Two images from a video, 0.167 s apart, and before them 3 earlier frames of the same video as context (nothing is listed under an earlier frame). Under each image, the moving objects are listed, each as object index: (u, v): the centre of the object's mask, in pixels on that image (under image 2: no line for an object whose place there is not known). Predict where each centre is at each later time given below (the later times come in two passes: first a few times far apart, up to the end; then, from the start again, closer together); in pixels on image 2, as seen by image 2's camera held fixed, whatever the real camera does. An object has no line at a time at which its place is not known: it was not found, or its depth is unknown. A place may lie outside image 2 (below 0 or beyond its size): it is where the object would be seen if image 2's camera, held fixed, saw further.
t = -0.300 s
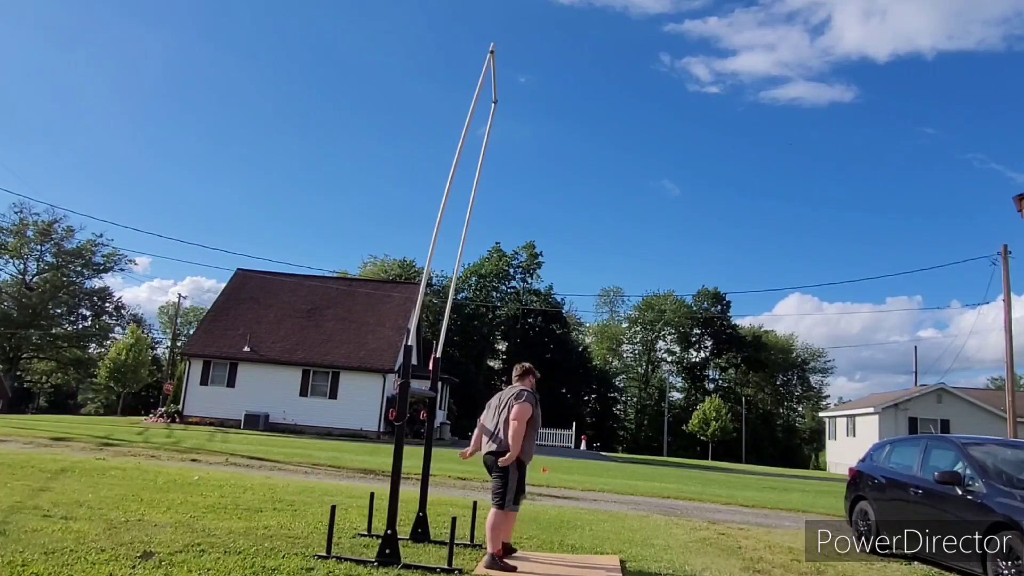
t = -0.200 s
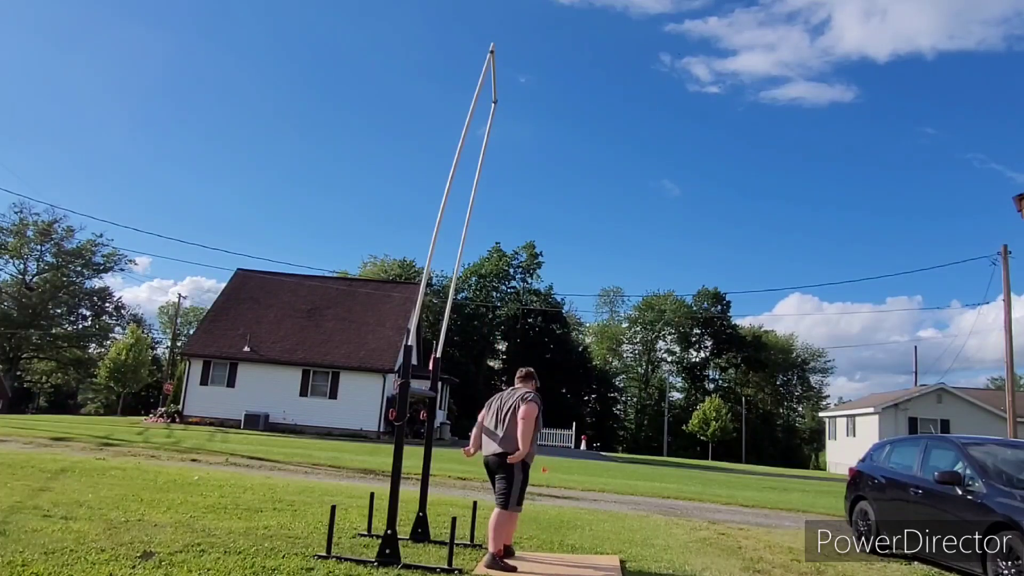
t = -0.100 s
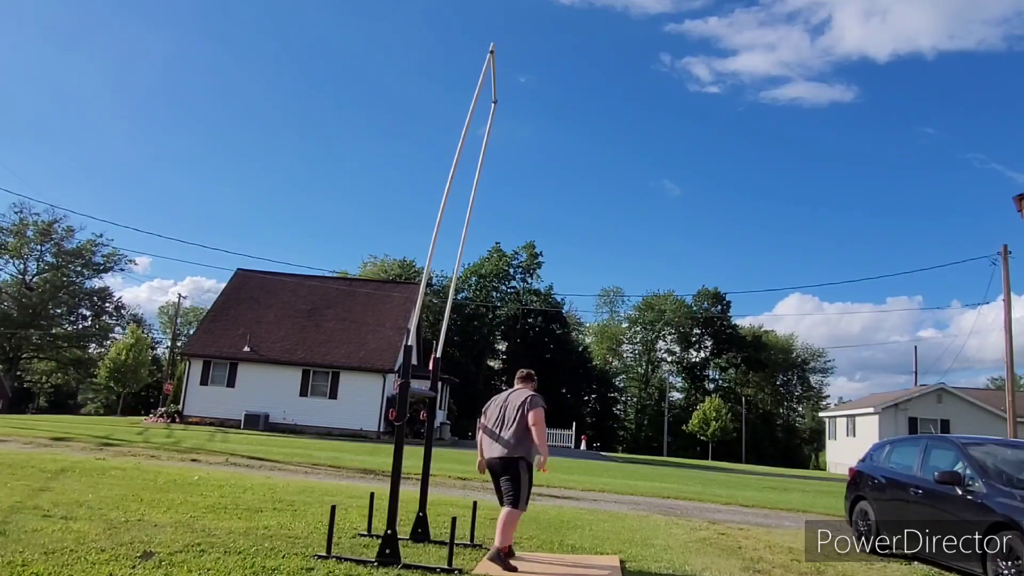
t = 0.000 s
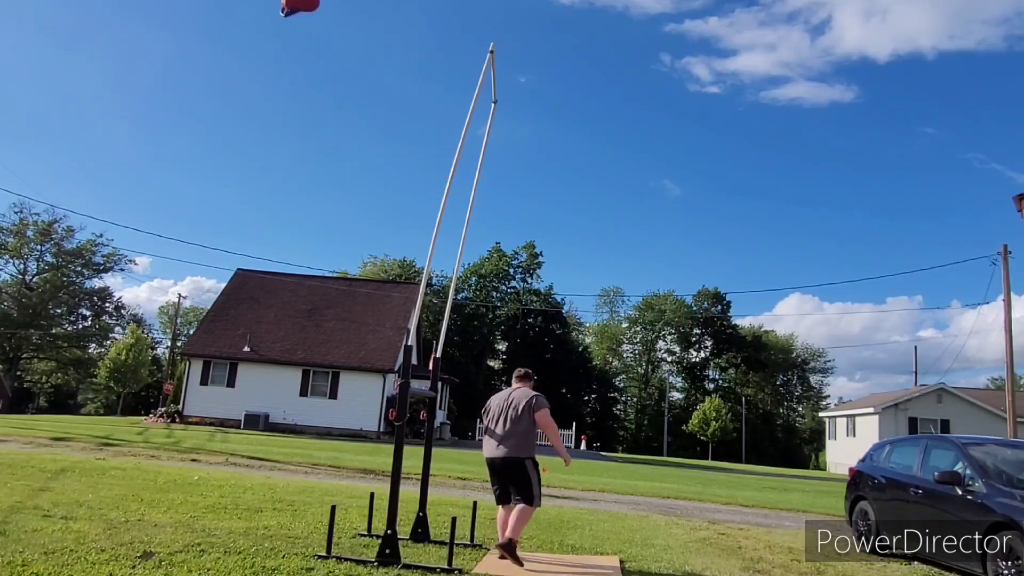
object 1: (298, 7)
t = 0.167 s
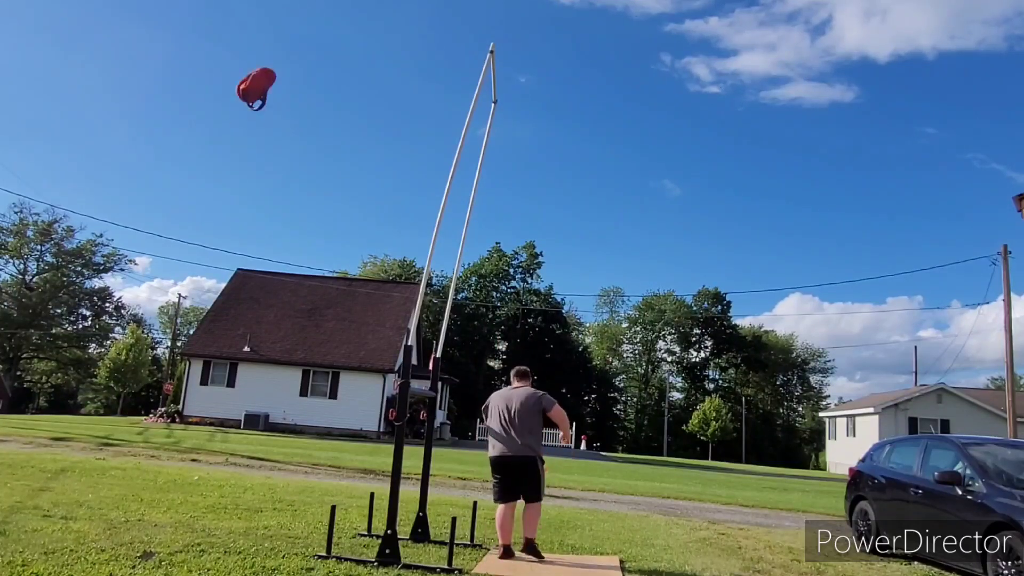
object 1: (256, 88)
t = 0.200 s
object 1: (247, 108)
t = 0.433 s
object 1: (175, 281)
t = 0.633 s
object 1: (94, 488)
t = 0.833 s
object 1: (83, 509)
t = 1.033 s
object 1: (83, 510)
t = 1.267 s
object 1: (83, 510)
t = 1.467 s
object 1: (83, 510)
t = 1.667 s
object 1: (83, 510)
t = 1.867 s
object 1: (83, 510)
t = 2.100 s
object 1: (83, 510)
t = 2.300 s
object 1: (83, 510)
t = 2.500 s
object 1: (83, 510)
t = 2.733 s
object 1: (83, 510)
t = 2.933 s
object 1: (83, 510)
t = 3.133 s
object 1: (83, 510)
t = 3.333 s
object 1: (83, 510)
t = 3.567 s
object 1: (83, 510)
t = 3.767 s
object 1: (83, 510)
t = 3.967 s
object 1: (83, 510)
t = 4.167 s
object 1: (83, 510)
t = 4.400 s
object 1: (83, 510)
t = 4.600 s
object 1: (83, 510)
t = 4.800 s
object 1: (82, 510)
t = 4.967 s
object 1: (82, 510)
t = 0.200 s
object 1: (247, 108)
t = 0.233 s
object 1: (238, 130)
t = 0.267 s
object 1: (229, 152)
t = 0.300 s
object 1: (219, 175)
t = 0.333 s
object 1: (209, 200)
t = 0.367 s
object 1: (198, 225)
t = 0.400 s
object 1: (187, 252)
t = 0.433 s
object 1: (175, 281)
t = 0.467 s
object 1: (162, 310)
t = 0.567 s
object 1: (120, 412)
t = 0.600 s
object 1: (108, 449)
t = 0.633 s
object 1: (94, 488)
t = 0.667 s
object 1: (81, 513)
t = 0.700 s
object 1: (83, 512)
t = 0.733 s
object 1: (84, 511)
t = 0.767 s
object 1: (84, 510)
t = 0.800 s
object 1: (83, 509)
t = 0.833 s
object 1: (83, 509)
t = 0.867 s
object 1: (83, 509)
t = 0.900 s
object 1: (83, 510)
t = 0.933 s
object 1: (83, 510)
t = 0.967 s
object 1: (83, 510)
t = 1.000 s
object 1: (83, 510)
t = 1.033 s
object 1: (83, 510)
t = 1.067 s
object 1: (83, 510)
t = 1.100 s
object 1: (83, 510)
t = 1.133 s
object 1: (83, 510)
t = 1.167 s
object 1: (83, 510)
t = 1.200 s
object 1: (83, 510)
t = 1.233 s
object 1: (83, 510)
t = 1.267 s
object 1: (83, 510)
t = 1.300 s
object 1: (83, 510)
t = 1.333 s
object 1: (83, 510)
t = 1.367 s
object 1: (83, 510)
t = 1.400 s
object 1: (83, 510)
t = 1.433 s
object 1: (83, 510)
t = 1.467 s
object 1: (83, 510)
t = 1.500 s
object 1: (83, 510)
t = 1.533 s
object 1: (83, 510)
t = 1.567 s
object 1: (83, 510)
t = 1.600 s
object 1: (83, 510)
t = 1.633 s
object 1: (83, 510)
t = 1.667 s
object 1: (83, 510)
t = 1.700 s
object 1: (83, 510)
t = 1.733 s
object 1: (83, 510)
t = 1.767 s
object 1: (83, 510)
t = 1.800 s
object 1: (83, 510)
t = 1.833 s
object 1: (83, 510)
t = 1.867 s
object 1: (83, 510)
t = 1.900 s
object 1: (83, 510)
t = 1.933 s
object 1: (83, 510)
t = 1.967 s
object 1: (83, 510)
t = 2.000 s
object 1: (83, 510)
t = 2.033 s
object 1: (83, 510)
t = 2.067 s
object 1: (83, 510)
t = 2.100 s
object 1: (83, 510)
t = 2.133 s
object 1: (83, 510)
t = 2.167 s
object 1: (83, 510)
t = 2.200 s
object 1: (83, 510)
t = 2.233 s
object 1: (83, 510)
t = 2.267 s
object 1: (83, 510)
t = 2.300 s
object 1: (83, 510)
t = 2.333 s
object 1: (83, 510)
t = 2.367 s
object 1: (83, 510)
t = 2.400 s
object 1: (83, 510)
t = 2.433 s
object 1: (83, 510)
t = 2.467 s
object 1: (83, 510)
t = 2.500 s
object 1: (83, 510)
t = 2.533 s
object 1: (83, 510)
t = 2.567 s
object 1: (83, 510)
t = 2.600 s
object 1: (83, 510)
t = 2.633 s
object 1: (82, 510)
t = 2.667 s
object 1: (83, 510)
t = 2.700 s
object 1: (83, 510)
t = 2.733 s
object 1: (83, 510)
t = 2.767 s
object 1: (83, 510)
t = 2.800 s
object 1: (83, 510)
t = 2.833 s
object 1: (83, 510)
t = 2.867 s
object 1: (83, 510)
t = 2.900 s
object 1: (83, 510)
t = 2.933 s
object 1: (83, 510)
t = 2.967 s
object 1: (83, 510)
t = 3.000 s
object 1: (82, 510)
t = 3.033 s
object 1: (83, 510)
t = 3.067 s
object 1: (83, 510)
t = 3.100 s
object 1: (83, 510)
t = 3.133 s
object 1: (83, 510)
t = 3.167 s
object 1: (83, 510)
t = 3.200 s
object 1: (83, 510)
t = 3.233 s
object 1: (83, 510)
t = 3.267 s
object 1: (83, 510)
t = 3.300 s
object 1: (83, 510)
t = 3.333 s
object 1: (83, 510)
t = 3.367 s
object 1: (83, 510)
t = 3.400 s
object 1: (83, 510)
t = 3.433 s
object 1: (83, 510)
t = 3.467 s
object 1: (83, 510)
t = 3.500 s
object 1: (83, 510)
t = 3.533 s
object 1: (83, 510)
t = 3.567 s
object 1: (83, 510)
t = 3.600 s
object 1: (83, 510)
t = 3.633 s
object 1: (83, 510)
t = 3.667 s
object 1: (83, 510)
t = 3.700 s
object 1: (83, 510)
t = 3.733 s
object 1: (83, 510)
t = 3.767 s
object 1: (83, 510)
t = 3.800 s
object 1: (83, 510)
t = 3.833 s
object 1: (83, 510)
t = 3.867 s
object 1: (83, 510)
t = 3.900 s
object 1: (83, 510)
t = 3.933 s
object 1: (83, 510)
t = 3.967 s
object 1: (83, 510)
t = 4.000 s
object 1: (83, 510)
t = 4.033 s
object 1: (83, 510)
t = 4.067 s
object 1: (83, 510)
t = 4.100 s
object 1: (83, 510)
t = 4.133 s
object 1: (83, 510)
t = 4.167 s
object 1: (83, 510)
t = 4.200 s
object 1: (83, 510)
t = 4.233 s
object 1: (83, 510)
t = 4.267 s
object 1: (83, 510)
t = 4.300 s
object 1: (83, 510)
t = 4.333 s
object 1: (83, 510)
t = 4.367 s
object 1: (83, 510)
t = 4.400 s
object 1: (83, 510)
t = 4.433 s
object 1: (83, 510)
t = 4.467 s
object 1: (83, 510)
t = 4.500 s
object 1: (83, 510)
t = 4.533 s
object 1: (83, 510)
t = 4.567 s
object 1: (83, 510)
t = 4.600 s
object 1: (83, 510)
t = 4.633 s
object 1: (82, 510)
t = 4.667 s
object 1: (82, 510)
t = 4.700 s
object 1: (82, 510)
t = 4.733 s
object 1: (82, 510)
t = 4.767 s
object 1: (82, 510)
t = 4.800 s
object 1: (82, 510)
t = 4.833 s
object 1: (82, 510)
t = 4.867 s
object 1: (82, 510)
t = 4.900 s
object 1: (82, 510)
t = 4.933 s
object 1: (82, 510)
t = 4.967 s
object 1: (82, 510)
